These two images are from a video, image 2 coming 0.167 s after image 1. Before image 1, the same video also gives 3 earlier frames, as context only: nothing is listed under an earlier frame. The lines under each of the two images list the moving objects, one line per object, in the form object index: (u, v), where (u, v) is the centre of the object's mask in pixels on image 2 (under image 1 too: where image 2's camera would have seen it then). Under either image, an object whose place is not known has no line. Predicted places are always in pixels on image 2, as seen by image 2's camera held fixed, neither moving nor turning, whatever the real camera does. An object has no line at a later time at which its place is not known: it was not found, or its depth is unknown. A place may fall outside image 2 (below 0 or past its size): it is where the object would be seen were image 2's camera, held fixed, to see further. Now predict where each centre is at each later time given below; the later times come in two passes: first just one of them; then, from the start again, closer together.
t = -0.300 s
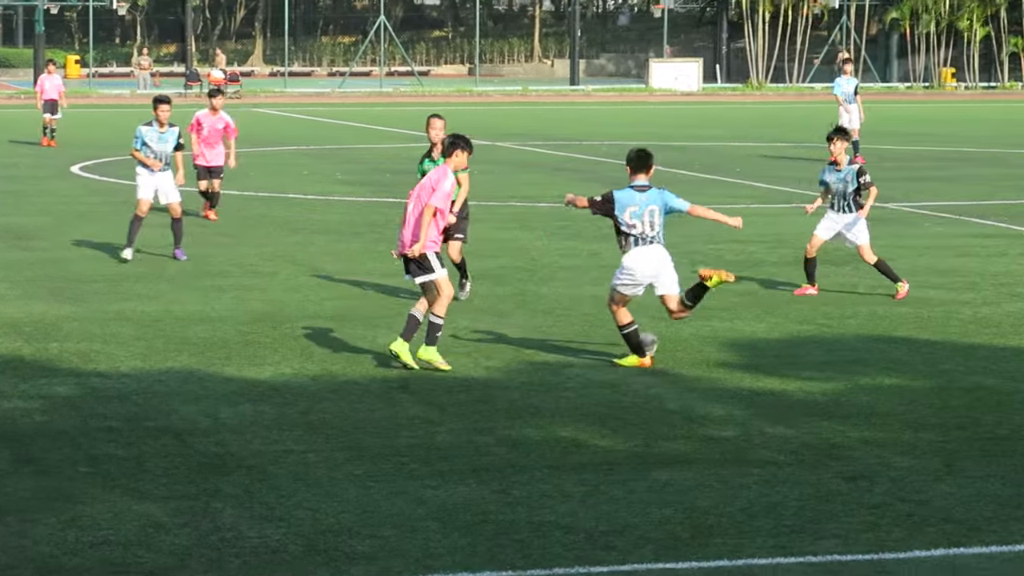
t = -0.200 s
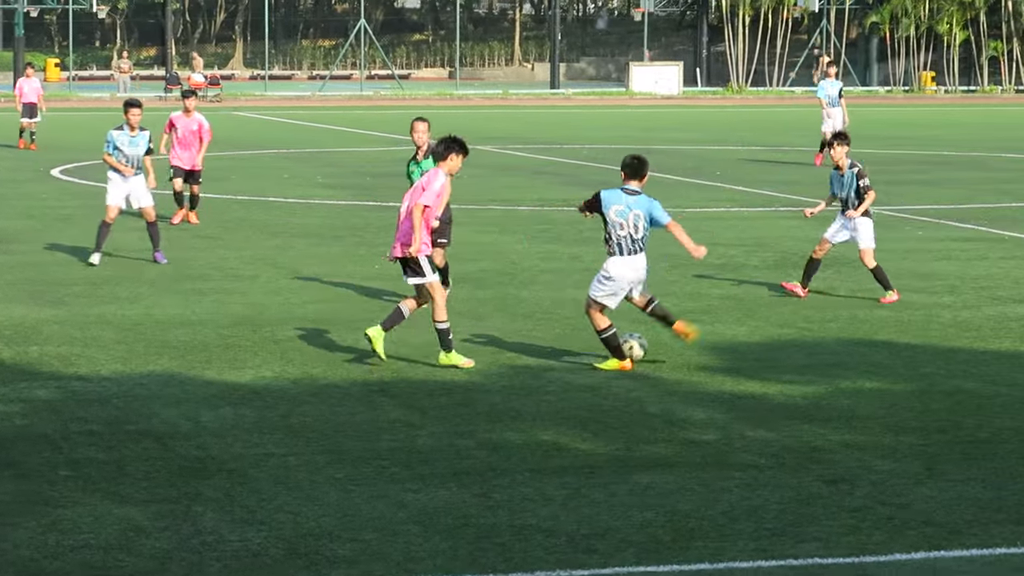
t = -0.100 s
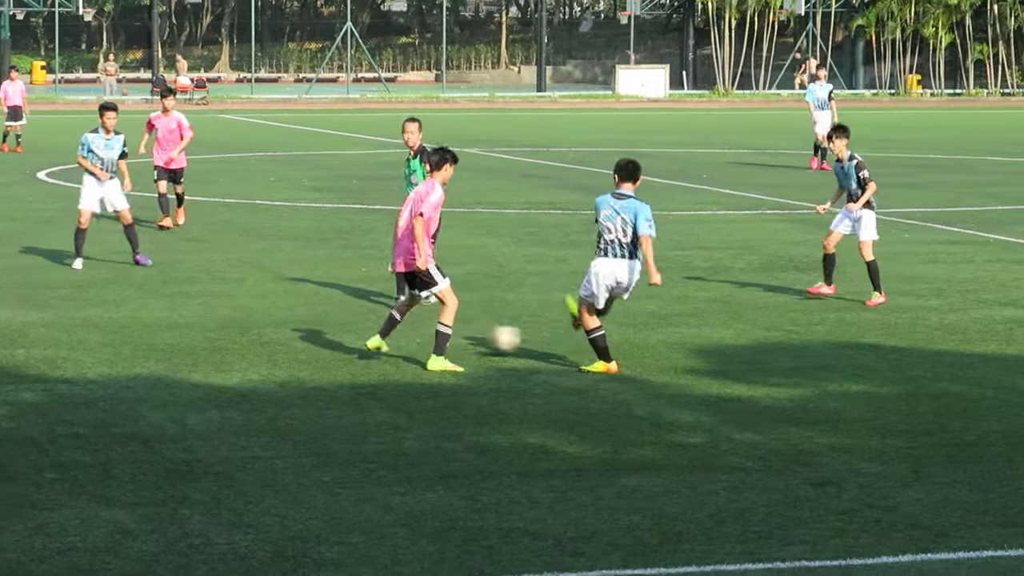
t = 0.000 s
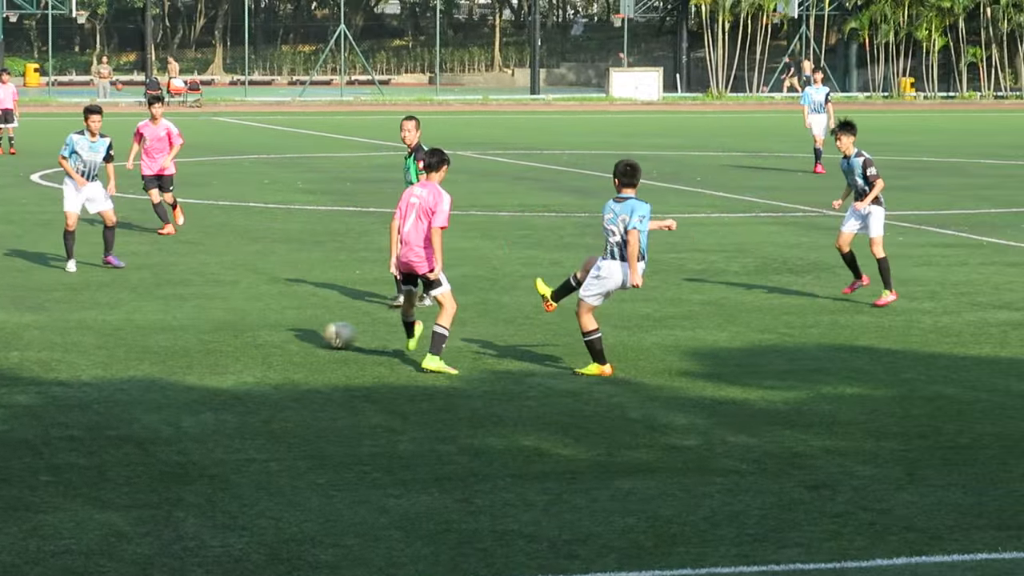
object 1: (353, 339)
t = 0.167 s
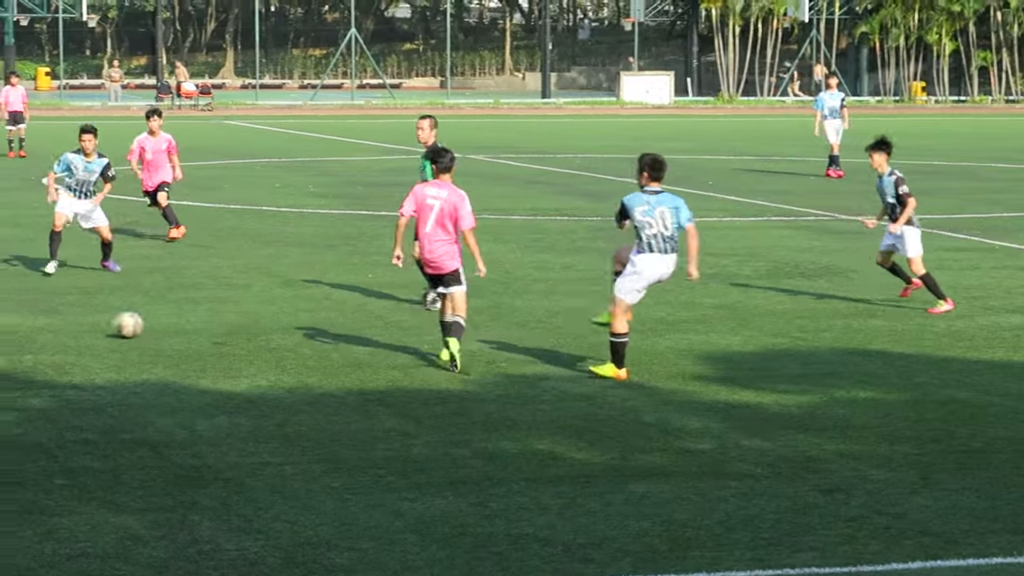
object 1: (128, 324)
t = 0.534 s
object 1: (-257, 308)
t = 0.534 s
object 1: (-257, 308)
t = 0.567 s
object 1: (-288, 308)
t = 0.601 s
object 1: (-318, 307)
